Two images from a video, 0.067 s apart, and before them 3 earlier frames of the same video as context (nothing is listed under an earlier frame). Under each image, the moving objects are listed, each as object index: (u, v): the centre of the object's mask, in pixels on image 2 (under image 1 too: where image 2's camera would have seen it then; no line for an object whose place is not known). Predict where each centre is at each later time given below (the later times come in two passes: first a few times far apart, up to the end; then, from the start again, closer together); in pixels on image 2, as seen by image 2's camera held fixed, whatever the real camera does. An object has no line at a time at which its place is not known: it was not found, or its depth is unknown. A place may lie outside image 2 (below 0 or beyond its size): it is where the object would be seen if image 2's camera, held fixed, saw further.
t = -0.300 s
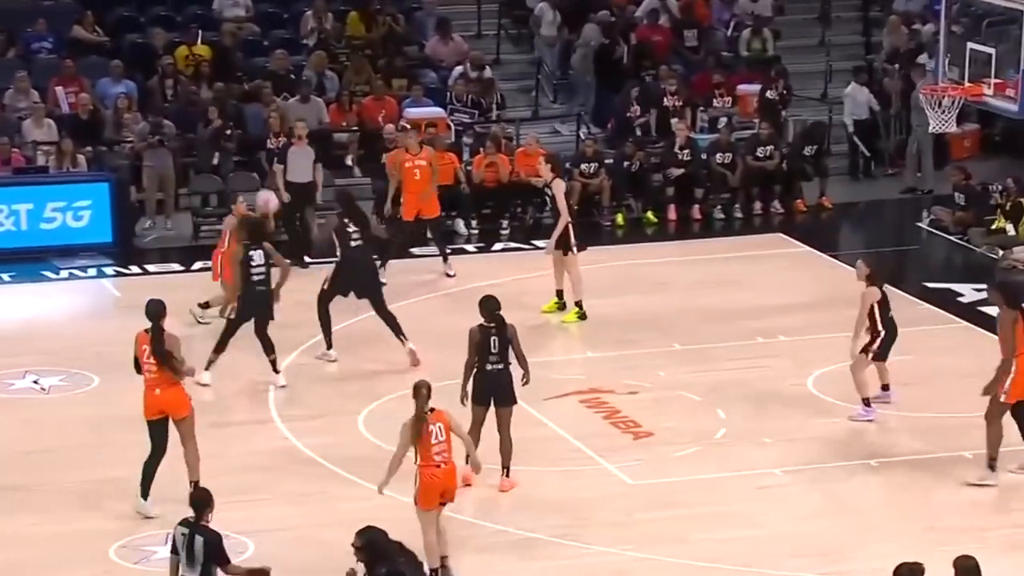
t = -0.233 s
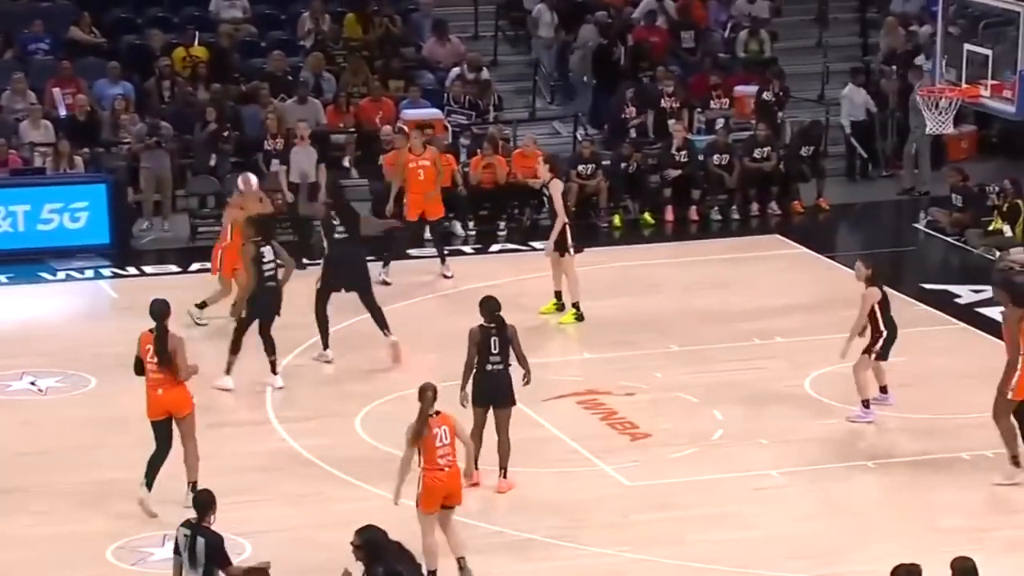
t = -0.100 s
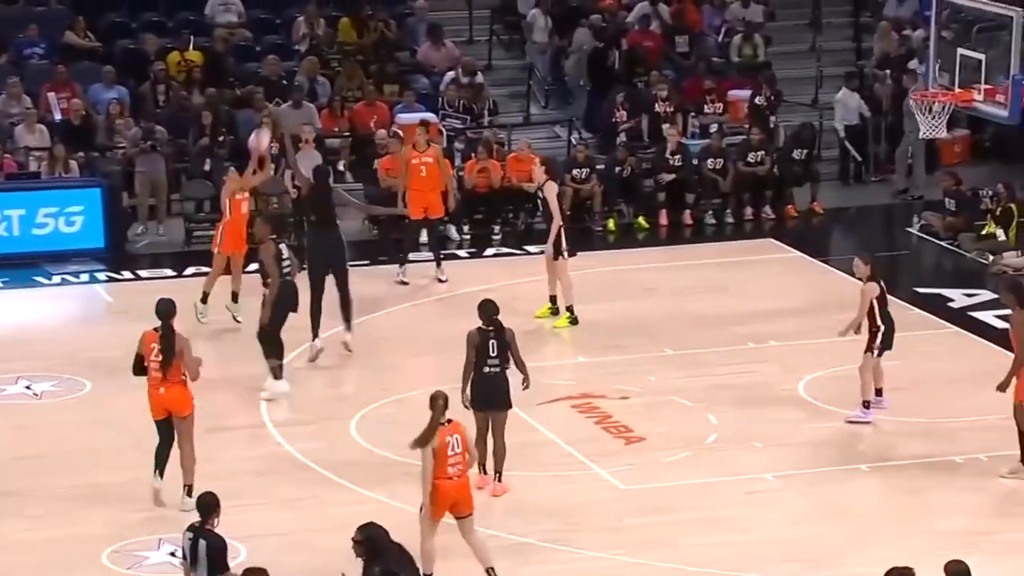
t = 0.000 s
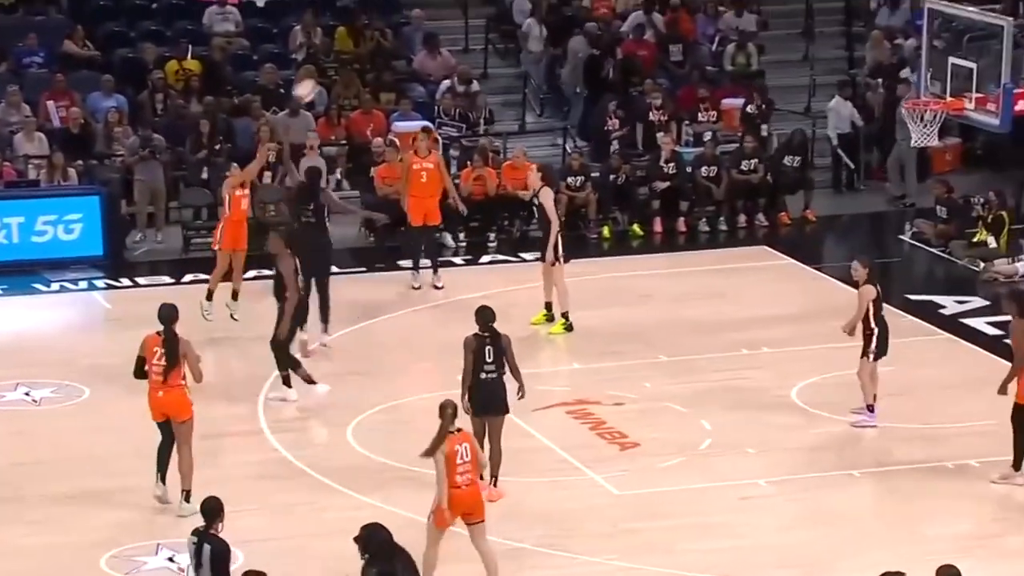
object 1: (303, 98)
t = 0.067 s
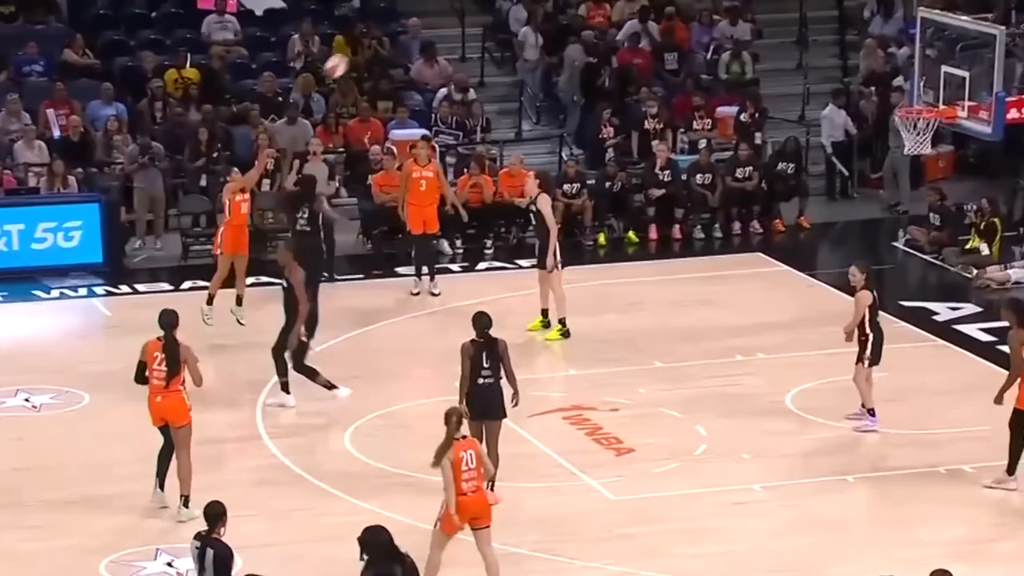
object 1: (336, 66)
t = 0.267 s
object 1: (437, -11)
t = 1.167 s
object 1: (901, 91)
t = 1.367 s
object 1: (943, 130)
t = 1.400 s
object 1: (942, 131)
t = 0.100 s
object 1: (353, 50)
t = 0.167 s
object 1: (386, 23)
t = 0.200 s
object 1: (403, 11)
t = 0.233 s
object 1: (420, 0)
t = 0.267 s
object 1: (437, -11)
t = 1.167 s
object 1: (901, 91)
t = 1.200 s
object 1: (916, 107)
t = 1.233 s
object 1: (935, 129)
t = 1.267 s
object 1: (943, 131)
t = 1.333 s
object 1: (944, 129)
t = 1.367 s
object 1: (943, 130)
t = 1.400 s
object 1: (942, 131)
